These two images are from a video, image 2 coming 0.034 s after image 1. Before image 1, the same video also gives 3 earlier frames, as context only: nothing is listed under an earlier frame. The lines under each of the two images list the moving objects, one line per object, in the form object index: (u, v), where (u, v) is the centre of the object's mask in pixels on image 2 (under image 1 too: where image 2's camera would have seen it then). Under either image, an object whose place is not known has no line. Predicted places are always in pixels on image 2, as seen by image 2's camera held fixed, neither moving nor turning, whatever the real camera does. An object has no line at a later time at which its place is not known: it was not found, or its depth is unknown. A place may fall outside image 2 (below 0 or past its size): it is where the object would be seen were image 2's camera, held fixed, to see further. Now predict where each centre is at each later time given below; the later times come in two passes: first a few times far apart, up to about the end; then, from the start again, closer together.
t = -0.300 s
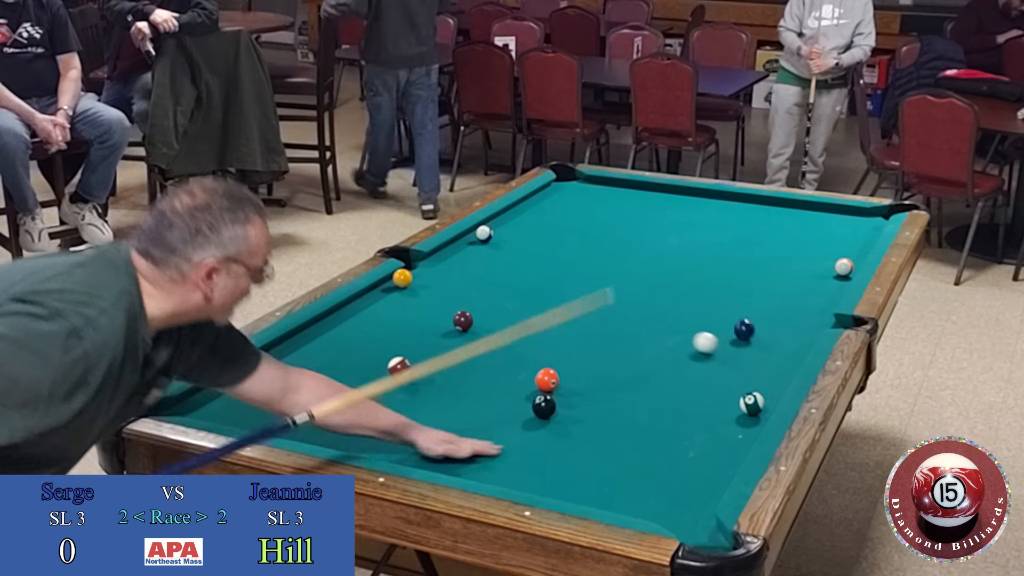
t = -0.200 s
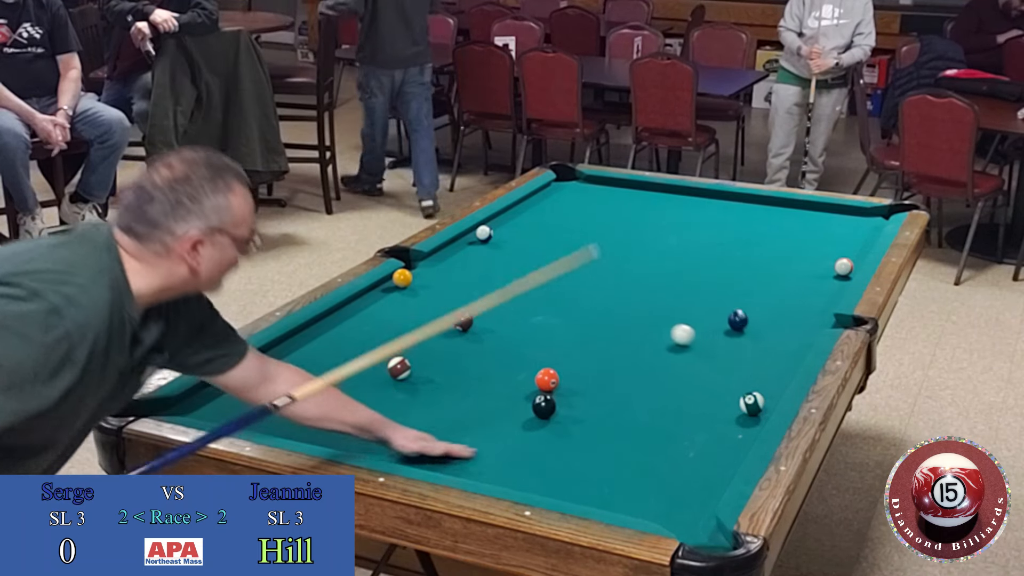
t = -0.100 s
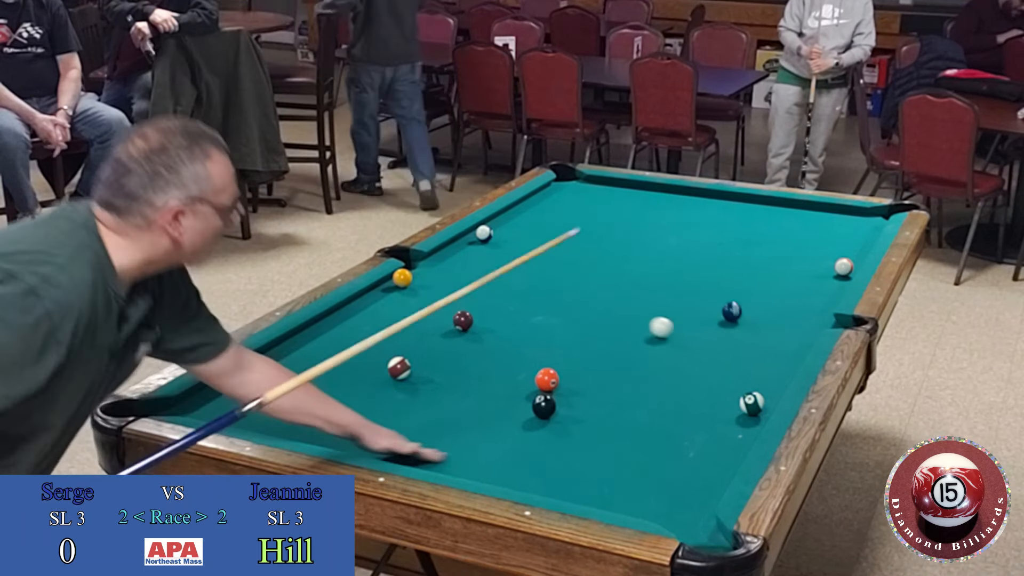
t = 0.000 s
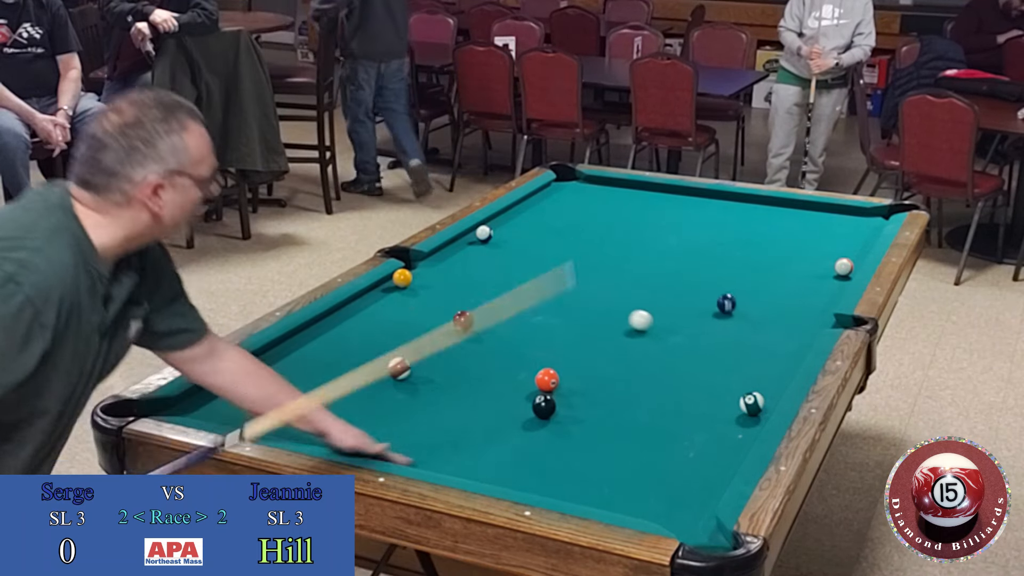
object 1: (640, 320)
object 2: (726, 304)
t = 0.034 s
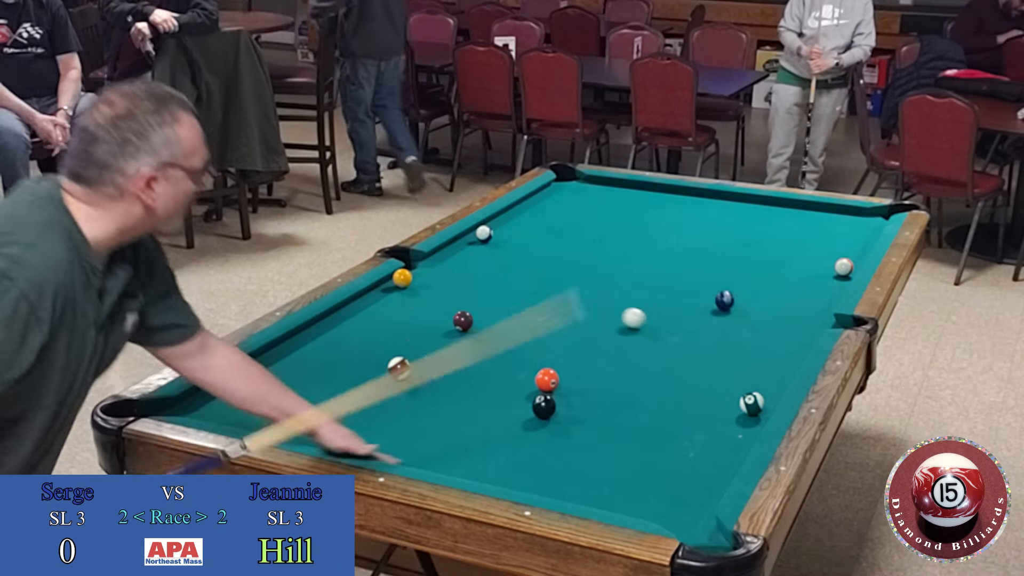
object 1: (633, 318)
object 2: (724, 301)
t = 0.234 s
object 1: (595, 305)
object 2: (714, 286)
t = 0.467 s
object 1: (554, 291)
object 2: (704, 270)
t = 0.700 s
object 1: (516, 278)
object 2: (695, 256)
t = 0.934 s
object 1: (481, 267)
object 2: (687, 243)
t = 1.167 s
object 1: (450, 256)
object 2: (679, 230)
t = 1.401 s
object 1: (452, 254)
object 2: (672, 220)
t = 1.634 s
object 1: (472, 256)
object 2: (666, 210)
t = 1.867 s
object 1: (490, 258)
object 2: (660, 201)
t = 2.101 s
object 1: (508, 260)
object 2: (655, 193)
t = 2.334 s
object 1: (524, 261)
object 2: (650, 186)
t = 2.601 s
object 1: (541, 263)
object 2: (637, 188)
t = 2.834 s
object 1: (554, 264)
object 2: (627, 190)
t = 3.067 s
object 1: (567, 266)
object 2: (617, 193)
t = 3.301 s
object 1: (578, 267)
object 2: (608, 194)
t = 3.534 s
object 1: (588, 268)
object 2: (599, 197)
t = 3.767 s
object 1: (596, 269)
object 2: (592, 198)
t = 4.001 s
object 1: (603, 270)
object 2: (585, 200)
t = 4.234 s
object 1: (609, 271)
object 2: (579, 201)
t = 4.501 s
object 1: (614, 271)
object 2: (574, 202)
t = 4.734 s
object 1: (618, 272)
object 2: (569, 203)
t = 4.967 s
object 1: (620, 272)
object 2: (566, 204)
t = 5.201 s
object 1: (620, 272)
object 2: (564, 205)
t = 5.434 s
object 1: (620, 272)
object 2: (562, 205)
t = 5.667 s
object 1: (620, 272)
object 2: (561, 205)
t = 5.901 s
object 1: (620, 272)
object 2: (560, 205)
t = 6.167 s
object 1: (620, 272)
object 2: (561, 205)
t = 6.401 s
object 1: (620, 272)
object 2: (561, 205)
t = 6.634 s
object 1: (620, 272)
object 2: (561, 205)
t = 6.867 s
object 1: (620, 272)
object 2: (561, 205)
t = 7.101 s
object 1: (620, 272)
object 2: (561, 205)
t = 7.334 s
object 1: (620, 272)
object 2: (561, 205)
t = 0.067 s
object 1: (627, 316)
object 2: (723, 298)
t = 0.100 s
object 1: (620, 314)
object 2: (721, 296)
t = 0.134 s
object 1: (614, 311)
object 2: (719, 293)
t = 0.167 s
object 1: (607, 309)
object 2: (718, 291)
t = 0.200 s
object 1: (602, 307)
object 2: (716, 288)
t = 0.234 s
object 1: (595, 305)
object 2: (714, 286)
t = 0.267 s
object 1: (589, 303)
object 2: (713, 284)
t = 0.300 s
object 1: (583, 301)
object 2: (711, 281)
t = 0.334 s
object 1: (577, 299)
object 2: (710, 279)
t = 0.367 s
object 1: (571, 297)
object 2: (708, 277)
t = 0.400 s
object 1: (565, 295)
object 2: (707, 274)
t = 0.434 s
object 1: (559, 293)
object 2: (705, 272)
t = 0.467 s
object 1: (554, 291)
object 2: (704, 270)
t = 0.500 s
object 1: (548, 289)
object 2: (703, 268)
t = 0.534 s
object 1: (542, 287)
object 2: (701, 266)
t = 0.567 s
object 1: (537, 285)
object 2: (700, 264)
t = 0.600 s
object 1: (532, 284)
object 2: (699, 261)
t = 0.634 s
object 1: (526, 282)
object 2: (698, 260)
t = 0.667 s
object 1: (521, 280)
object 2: (696, 258)
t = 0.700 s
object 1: (516, 278)
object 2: (695, 256)
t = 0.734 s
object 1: (511, 276)
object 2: (694, 253)
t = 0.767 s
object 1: (506, 275)
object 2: (692, 252)
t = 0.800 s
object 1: (501, 273)
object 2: (691, 250)
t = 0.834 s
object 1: (496, 271)
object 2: (690, 248)
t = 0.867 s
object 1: (491, 270)
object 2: (689, 246)
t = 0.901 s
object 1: (486, 268)
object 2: (688, 244)
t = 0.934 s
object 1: (481, 267)
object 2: (687, 243)
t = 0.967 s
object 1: (477, 265)
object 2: (685, 241)
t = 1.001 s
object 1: (472, 264)
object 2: (684, 239)
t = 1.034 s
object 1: (467, 262)
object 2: (683, 237)
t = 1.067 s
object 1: (463, 260)
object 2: (682, 236)
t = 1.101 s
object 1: (458, 259)
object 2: (681, 234)
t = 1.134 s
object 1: (454, 257)
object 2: (680, 232)
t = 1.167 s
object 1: (450, 256)
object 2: (679, 230)
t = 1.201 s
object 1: (445, 254)
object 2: (678, 229)
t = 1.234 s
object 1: (441, 253)
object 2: (677, 228)
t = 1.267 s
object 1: (440, 252)
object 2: (676, 226)
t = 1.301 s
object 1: (443, 253)
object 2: (675, 224)
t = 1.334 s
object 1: (446, 253)
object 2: (674, 223)
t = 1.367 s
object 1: (449, 253)
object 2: (673, 221)
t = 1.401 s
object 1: (452, 254)
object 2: (672, 220)
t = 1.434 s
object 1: (455, 254)
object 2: (671, 219)
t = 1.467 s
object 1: (458, 254)
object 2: (670, 217)
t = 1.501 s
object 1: (461, 255)
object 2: (669, 215)
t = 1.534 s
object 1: (464, 255)
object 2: (668, 214)
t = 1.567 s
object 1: (466, 255)
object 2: (668, 213)
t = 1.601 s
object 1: (469, 256)
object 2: (667, 212)
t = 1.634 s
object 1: (472, 256)
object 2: (666, 210)
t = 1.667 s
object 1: (475, 256)
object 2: (665, 208)
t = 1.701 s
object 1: (477, 256)
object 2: (664, 208)
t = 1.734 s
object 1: (480, 257)
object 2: (663, 206)
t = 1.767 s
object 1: (483, 257)
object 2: (662, 205)
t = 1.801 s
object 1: (485, 257)
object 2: (662, 204)
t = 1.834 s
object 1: (488, 258)
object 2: (661, 202)
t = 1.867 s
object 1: (490, 258)
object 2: (660, 201)
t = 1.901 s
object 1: (493, 258)
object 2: (659, 200)
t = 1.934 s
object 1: (495, 258)
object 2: (659, 199)
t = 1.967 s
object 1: (498, 258)
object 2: (658, 198)
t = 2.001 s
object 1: (500, 259)
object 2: (657, 196)
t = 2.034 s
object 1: (503, 259)
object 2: (656, 195)
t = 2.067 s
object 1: (505, 259)
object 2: (656, 194)
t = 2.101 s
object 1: (508, 260)
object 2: (655, 193)
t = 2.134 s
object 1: (510, 260)
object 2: (654, 192)
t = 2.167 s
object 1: (513, 260)
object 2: (654, 191)
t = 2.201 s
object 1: (515, 260)
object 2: (653, 190)
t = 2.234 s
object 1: (517, 260)
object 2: (652, 189)
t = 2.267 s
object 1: (519, 261)
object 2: (652, 188)
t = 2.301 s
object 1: (522, 261)
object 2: (651, 187)
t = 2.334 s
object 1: (524, 261)
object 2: (650, 186)
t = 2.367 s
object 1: (526, 261)
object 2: (648, 186)
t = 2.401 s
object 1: (528, 262)
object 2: (646, 187)
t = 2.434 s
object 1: (530, 262)
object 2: (645, 187)
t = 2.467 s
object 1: (533, 262)
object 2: (643, 187)
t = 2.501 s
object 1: (535, 262)
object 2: (642, 188)
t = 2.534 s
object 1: (537, 263)
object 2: (640, 187)
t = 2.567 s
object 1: (539, 263)
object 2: (639, 188)
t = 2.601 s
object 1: (541, 263)
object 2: (637, 188)
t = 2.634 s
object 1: (543, 263)
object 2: (636, 188)
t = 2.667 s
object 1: (545, 263)
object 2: (634, 189)
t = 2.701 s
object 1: (547, 263)
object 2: (632, 189)
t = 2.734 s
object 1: (549, 264)
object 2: (631, 190)
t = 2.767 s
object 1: (551, 264)
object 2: (630, 190)
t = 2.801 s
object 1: (552, 264)
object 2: (629, 190)
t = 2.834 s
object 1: (554, 264)
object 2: (627, 190)
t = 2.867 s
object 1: (556, 265)
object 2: (625, 191)
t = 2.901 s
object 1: (558, 265)
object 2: (624, 191)
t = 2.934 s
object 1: (560, 265)
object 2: (622, 191)
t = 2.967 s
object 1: (562, 265)
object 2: (621, 192)
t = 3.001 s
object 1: (563, 265)
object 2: (620, 192)
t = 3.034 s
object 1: (565, 266)
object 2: (618, 192)
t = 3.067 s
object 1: (567, 266)
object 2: (617, 193)
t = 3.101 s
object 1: (568, 266)
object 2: (616, 193)
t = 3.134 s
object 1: (570, 266)
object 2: (614, 194)
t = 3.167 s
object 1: (572, 266)
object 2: (613, 194)
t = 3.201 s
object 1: (573, 266)
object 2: (612, 194)
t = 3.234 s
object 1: (575, 267)
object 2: (610, 194)
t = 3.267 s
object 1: (576, 267)
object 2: (609, 194)
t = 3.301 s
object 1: (578, 267)
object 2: (608, 194)
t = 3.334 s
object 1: (579, 267)
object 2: (607, 195)
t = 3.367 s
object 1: (581, 267)
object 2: (605, 195)
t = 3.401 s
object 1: (582, 267)
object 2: (604, 195)
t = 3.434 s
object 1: (584, 267)
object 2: (603, 196)
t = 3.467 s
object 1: (585, 268)
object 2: (602, 196)
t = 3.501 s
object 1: (586, 268)
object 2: (601, 196)
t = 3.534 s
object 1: (588, 268)
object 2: (599, 197)
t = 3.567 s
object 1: (589, 268)
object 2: (599, 197)
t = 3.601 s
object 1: (590, 268)
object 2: (597, 197)
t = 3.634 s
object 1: (592, 268)
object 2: (596, 197)
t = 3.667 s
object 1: (593, 268)
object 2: (595, 197)
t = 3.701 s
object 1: (594, 269)
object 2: (594, 197)
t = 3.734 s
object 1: (595, 269)
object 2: (593, 198)
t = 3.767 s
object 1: (596, 269)
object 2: (592, 198)
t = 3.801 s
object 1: (597, 269)
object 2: (591, 198)
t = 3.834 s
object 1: (598, 269)
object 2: (590, 198)
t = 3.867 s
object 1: (599, 269)
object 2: (589, 199)
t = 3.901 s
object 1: (601, 269)
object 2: (588, 199)
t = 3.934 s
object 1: (601, 269)
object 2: (587, 199)
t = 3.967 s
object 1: (602, 270)
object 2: (586, 199)
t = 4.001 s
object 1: (603, 270)
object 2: (585, 200)
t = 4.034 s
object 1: (604, 270)
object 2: (584, 200)
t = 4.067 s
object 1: (605, 270)
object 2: (583, 200)
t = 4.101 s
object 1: (606, 270)
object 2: (582, 200)
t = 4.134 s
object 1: (607, 270)
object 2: (582, 201)
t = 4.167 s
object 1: (608, 271)
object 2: (581, 201)
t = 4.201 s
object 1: (608, 271)
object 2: (580, 201)
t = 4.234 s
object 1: (609, 271)
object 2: (579, 201)
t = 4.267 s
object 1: (610, 271)
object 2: (579, 201)
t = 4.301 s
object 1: (611, 271)
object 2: (578, 201)
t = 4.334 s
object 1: (611, 271)
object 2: (577, 202)
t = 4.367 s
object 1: (612, 271)
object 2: (576, 202)
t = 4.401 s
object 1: (613, 271)
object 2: (576, 202)
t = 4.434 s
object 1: (613, 271)
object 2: (575, 202)
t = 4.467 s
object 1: (614, 271)
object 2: (574, 202)
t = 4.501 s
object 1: (614, 271)
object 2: (574, 202)
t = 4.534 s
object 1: (615, 271)
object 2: (573, 202)
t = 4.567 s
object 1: (616, 272)
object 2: (572, 202)
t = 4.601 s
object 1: (616, 272)
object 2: (571, 203)
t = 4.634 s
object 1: (616, 272)
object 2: (571, 203)
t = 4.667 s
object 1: (617, 272)
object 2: (570, 203)
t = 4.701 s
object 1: (617, 272)
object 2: (570, 203)
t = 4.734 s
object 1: (618, 272)
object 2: (569, 203)
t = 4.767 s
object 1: (618, 272)
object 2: (569, 203)
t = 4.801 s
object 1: (618, 272)
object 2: (568, 204)
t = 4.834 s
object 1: (619, 272)
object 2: (568, 204)
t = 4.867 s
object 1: (619, 272)
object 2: (567, 204)
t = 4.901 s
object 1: (619, 272)
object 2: (567, 204)
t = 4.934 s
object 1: (620, 272)
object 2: (566, 204)
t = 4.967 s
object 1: (620, 272)
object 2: (566, 204)
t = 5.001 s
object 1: (620, 272)
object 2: (566, 204)
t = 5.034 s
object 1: (620, 272)
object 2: (565, 204)
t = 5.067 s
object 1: (620, 272)
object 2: (565, 205)
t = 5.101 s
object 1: (620, 272)
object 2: (564, 205)
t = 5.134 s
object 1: (620, 272)
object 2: (564, 205)
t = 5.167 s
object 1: (620, 272)
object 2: (564, 205)
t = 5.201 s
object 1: (620, 272)
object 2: (564, 205)
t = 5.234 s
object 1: (620, 272)
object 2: (563, 205)
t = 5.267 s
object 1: (620, 272)
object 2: (563, 205)
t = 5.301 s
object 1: (620, 272)
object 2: (563, 205)
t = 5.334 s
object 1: (620, 272)
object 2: (562, 205)
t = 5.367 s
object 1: (620, 272)
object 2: (562, 205)
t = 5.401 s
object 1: (620, 272)
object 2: (562, 205)
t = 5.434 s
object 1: (620, 272)
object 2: (562, 205)
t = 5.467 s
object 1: (620, 272)
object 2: (562, 205)
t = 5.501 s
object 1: (620, 272)
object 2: (561, 205)
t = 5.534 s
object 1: (620, 272)
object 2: (561, 205)
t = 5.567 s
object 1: (620, 272)
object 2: (561, 205)
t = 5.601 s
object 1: (620, 272)
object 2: (561, 205)
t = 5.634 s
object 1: (620, 272)
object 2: (561, 205)
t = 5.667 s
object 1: (620, 272)
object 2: (561, 205)
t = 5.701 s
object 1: (620, 272)
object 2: (561, 205)
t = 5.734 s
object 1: (620, 272)
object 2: (561, 205)
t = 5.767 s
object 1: (620, 272)
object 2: (561, 205)
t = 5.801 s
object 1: (620, 272)
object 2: (561, 205)
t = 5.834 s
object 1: (620, 272)
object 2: (561, 205)
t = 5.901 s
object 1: (620, 272)
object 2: (560, 205)
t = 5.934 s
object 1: (620, 272)
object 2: (560, 205)
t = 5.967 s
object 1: (620, 272)
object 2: (561, 205)
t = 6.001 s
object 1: (620, 272)
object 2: (561, 205)
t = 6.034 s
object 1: (620, 272)
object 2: (561, 205)
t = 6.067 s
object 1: (620, 272)
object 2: (561, 205)
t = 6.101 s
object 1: (620, 272)
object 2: (561, 205)
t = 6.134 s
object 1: (620, 272)
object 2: (561, 205)
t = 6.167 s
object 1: (620, 272)
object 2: (561, 205)
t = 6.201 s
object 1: (620, 272)
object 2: (561, 205)
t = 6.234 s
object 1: (620, 272)
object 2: (561, 205)
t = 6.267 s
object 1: (620, 272)
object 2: (561, 205)
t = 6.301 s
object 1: (620, 272)
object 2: (561, 205)
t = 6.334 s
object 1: (620, 272)
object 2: (561, 205)
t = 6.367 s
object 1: (620, 272)
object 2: (561, 205)
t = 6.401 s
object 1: (620, 272)
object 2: (561, 205)
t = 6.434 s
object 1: (620, 272)
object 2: (561, 205)
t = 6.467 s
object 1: (620, 272)
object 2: (561, 205)
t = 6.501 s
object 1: (620, 272)
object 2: (561, 205)
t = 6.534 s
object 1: (620, 272)
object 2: (561, 205)
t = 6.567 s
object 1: (620, 272)
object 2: (561, 205)
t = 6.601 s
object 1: (620, 272)
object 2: (561, 205)
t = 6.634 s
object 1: (620, 272)
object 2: (561, 205)
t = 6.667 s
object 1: (620, 272)
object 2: (561, 205)
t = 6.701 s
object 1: (620, 272)
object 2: (561, 205)
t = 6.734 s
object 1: (620, 272)
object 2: (561, 205)
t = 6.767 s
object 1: (620, 272)
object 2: (561, 205)
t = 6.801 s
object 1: (620, 272)
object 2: (561, 205)
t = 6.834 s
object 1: (620, 272)
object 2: (561, 205)
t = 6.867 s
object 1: (620, 272)
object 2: (561, 205)
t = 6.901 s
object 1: (620, 272)
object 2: (561, 205)
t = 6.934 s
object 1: (620, 272)
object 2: (561, 205)
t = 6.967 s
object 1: (620, 272)
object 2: (561, 205)
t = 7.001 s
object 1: (620, 272)
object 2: (561, 205)
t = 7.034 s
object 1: (620, 272)
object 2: (561, 205)
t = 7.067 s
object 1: (620, 272)
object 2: (561, 205)
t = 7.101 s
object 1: (620, 272)
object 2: (561, 205)
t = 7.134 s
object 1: (620, 272)
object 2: (561, 205)
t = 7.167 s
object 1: (620, 272)
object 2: (561, 205)
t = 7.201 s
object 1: (620, 272)
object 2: (561, 205)
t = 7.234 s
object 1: (620, 272)
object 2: (561, 205)
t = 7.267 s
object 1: (620, 272)
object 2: (561, 205)
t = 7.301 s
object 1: (620, 272)
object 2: (561, 205)
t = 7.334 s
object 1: (620, 272)
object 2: (561, 205)
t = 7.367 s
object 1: (620, 272)
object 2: (561, 205)
